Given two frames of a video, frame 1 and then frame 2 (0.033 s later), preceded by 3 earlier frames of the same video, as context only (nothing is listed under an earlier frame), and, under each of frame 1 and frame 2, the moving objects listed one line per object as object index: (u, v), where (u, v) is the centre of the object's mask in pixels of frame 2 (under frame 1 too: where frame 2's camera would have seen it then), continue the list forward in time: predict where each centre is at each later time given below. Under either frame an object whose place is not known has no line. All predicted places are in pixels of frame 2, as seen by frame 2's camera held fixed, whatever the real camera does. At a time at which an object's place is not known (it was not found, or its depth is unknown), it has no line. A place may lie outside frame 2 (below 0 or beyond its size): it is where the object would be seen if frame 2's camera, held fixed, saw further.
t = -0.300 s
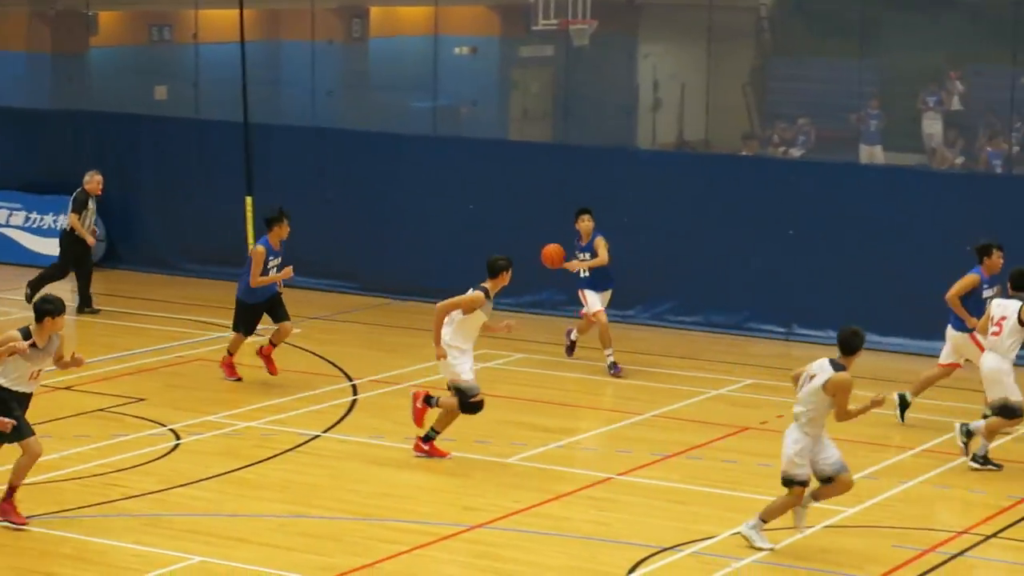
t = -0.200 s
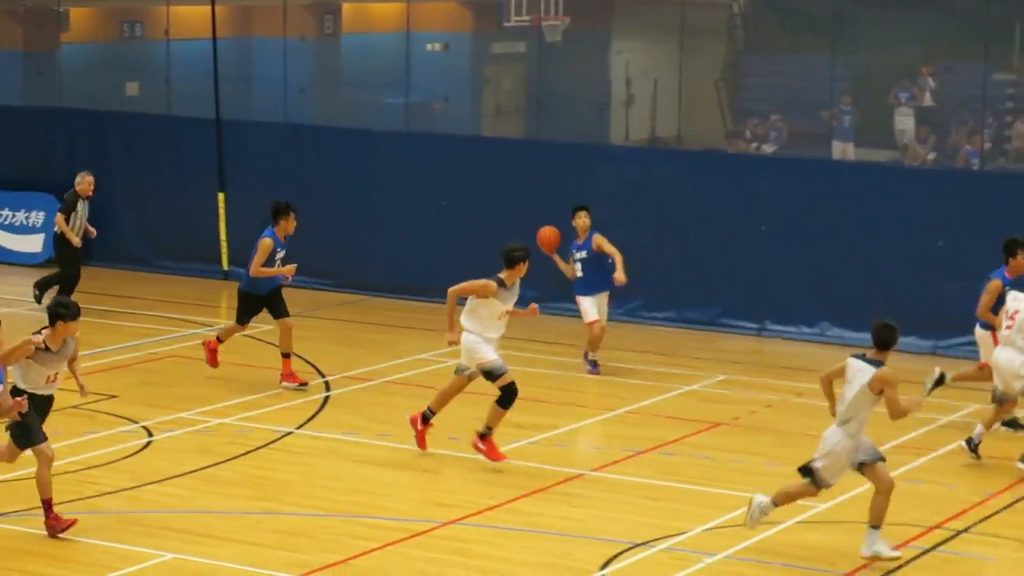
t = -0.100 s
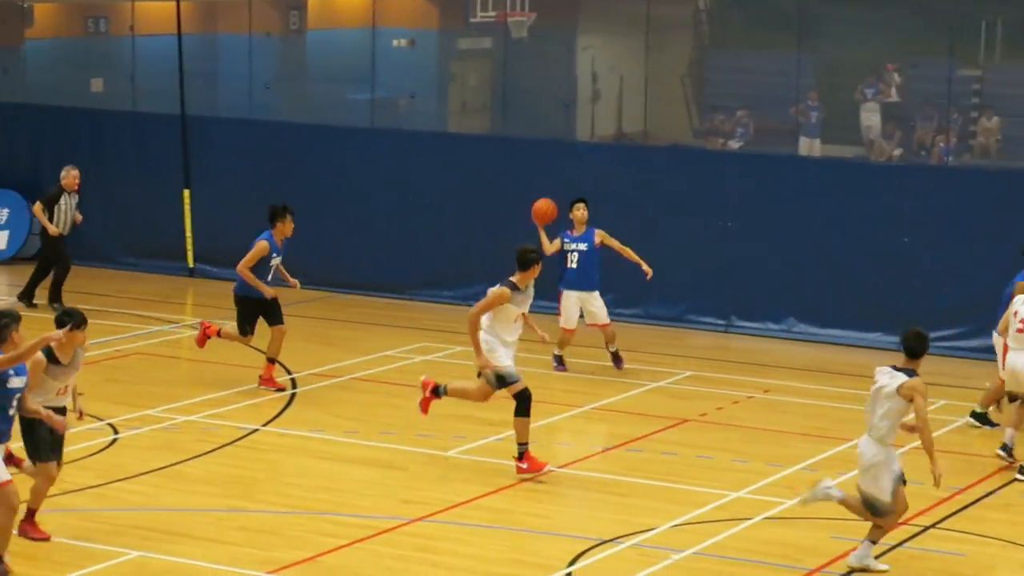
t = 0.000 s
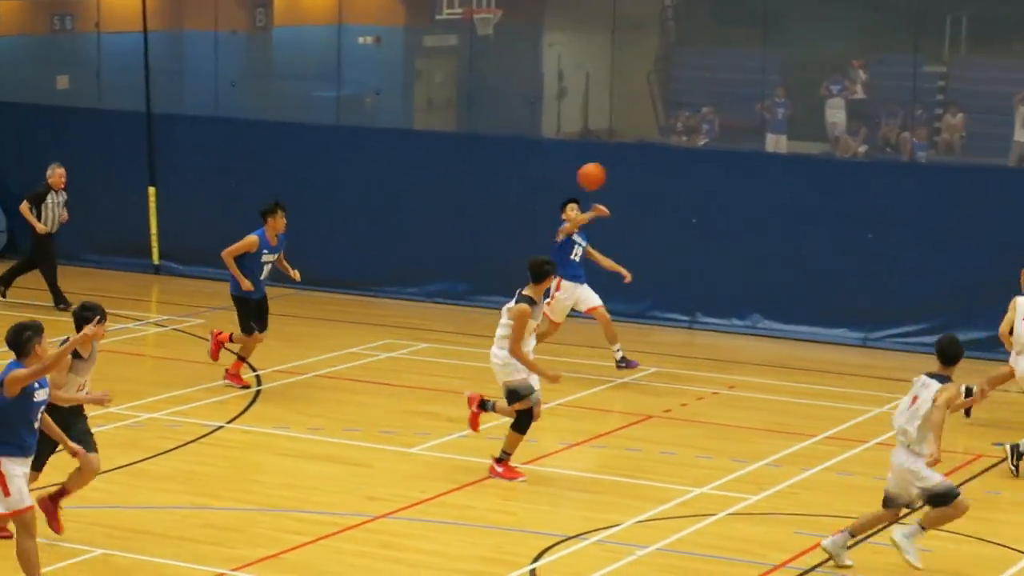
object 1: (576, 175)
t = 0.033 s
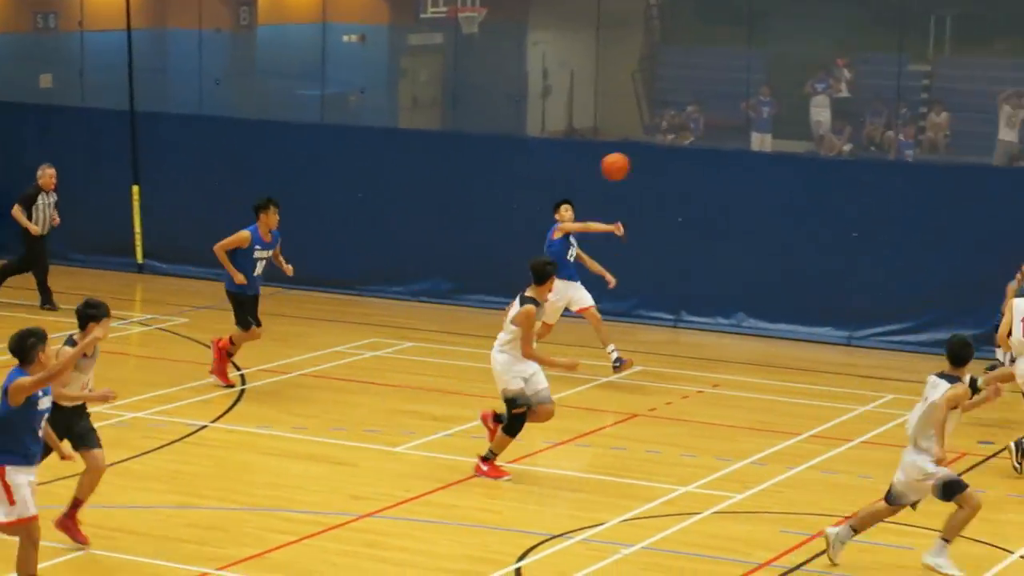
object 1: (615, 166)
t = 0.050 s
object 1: (635, 162)
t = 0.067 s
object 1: (656, 159)
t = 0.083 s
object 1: (676, 155)
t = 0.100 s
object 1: (697, 151)
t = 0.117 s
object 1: (718, 148)
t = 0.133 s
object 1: (738, 145)
